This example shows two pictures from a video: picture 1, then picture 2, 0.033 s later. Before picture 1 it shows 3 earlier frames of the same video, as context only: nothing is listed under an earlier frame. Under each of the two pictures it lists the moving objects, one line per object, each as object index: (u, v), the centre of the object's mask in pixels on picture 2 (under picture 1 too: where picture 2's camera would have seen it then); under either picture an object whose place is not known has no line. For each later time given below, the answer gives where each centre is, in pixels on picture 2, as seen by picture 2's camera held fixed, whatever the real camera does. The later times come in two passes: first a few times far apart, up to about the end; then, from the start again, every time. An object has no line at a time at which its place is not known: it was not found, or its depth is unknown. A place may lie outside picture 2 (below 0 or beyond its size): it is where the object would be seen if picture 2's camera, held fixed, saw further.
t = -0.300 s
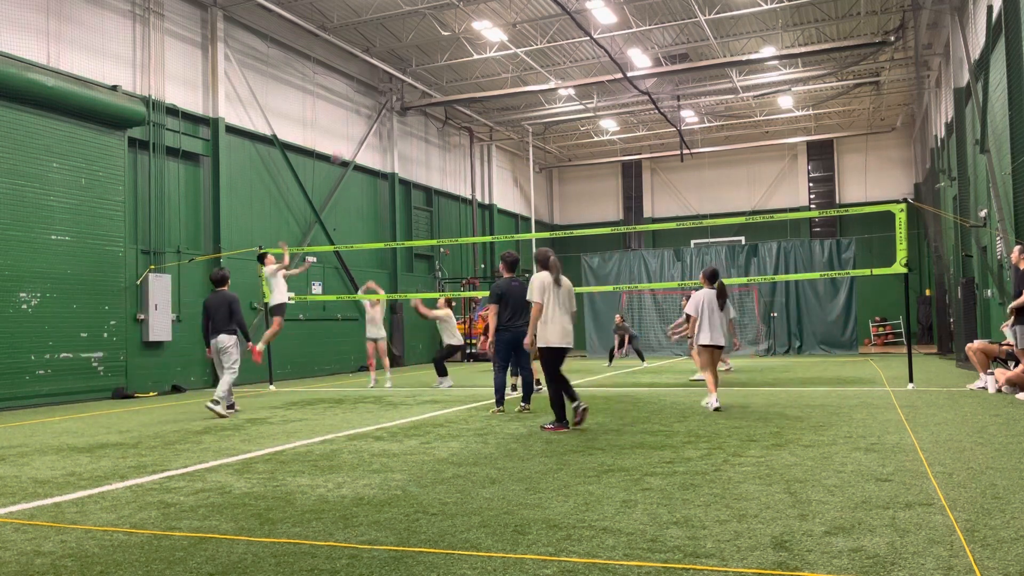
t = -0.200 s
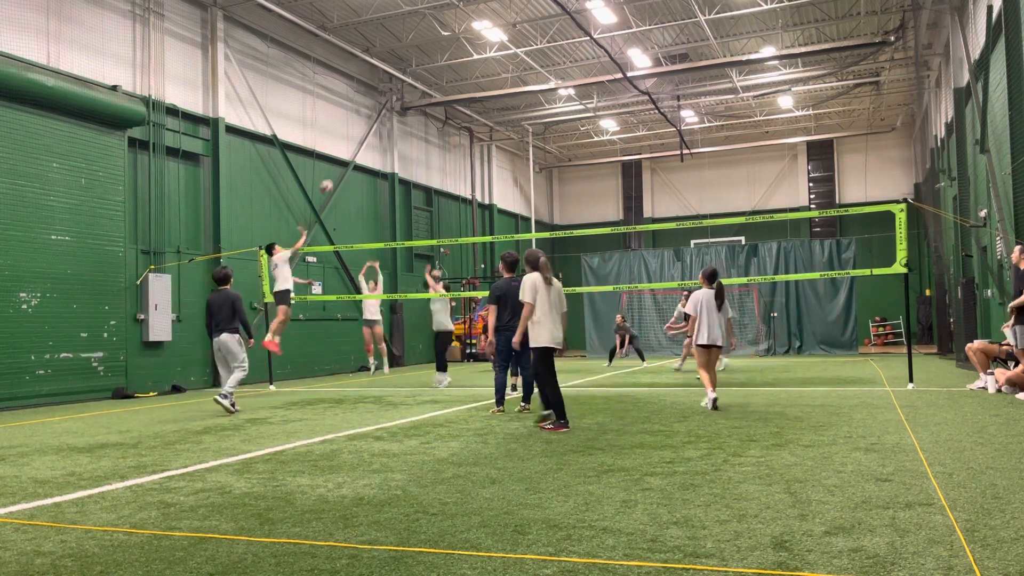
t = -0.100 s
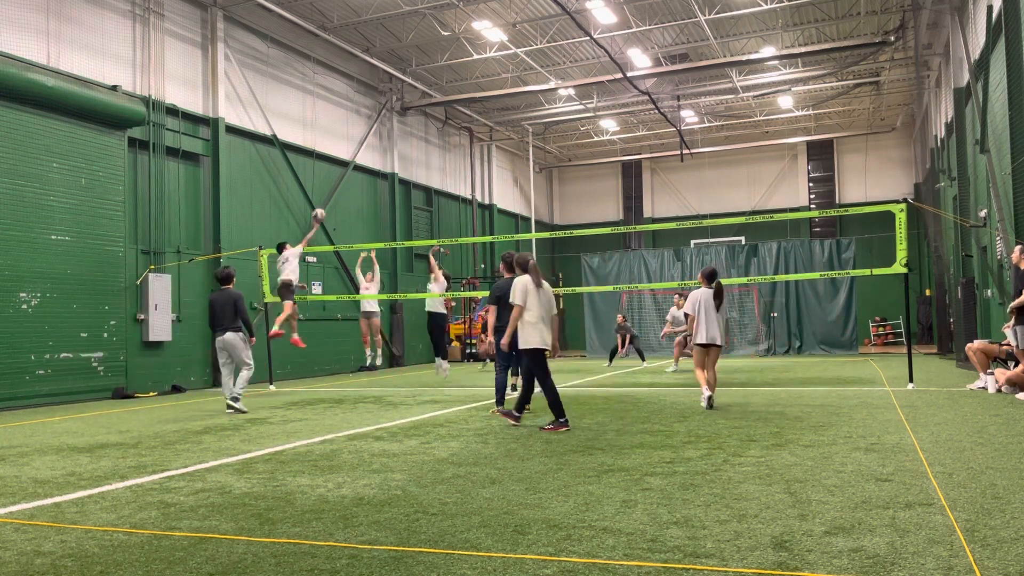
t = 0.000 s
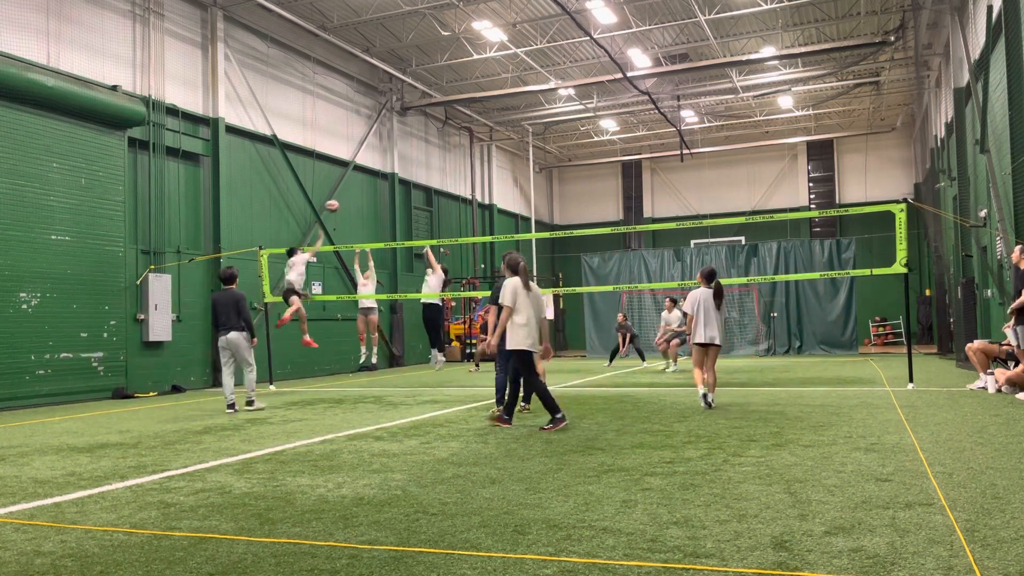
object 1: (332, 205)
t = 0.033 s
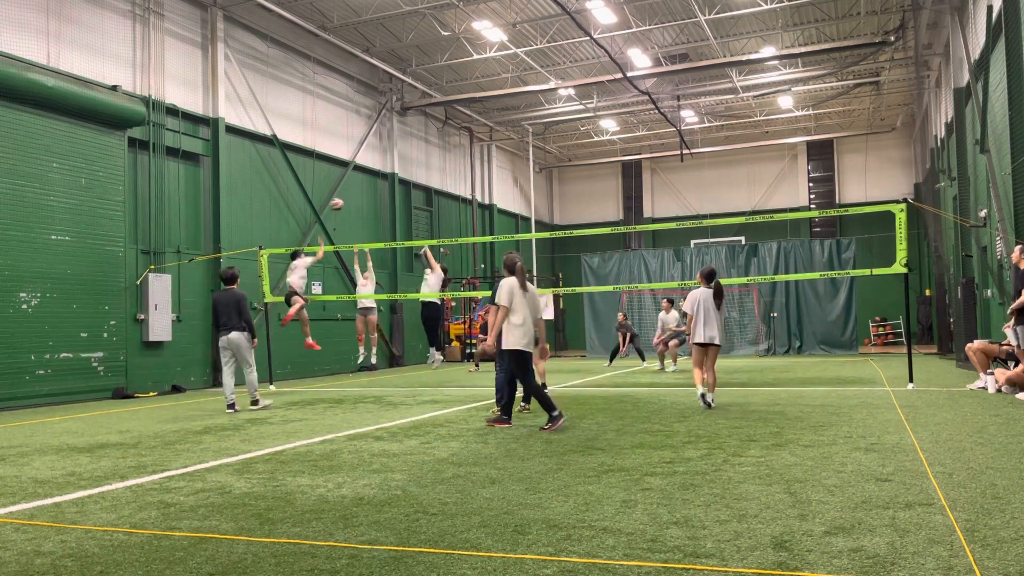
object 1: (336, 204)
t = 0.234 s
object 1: (363, 208)
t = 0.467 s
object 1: (391, 239)
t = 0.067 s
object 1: (341, 203)
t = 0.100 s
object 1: (345, 202)
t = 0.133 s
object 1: (350, 203)
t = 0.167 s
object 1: (354, 204)
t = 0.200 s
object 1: (358, 205)
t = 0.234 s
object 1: (363, 208)
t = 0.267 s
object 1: (367, 210)
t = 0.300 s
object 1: (371, 214)
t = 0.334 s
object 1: (376, 217)
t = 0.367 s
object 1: (380, 222)
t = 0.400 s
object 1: (384, 228)
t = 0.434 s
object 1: (388, 234)
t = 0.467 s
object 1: (391, 239)
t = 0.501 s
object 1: (396, 250)
